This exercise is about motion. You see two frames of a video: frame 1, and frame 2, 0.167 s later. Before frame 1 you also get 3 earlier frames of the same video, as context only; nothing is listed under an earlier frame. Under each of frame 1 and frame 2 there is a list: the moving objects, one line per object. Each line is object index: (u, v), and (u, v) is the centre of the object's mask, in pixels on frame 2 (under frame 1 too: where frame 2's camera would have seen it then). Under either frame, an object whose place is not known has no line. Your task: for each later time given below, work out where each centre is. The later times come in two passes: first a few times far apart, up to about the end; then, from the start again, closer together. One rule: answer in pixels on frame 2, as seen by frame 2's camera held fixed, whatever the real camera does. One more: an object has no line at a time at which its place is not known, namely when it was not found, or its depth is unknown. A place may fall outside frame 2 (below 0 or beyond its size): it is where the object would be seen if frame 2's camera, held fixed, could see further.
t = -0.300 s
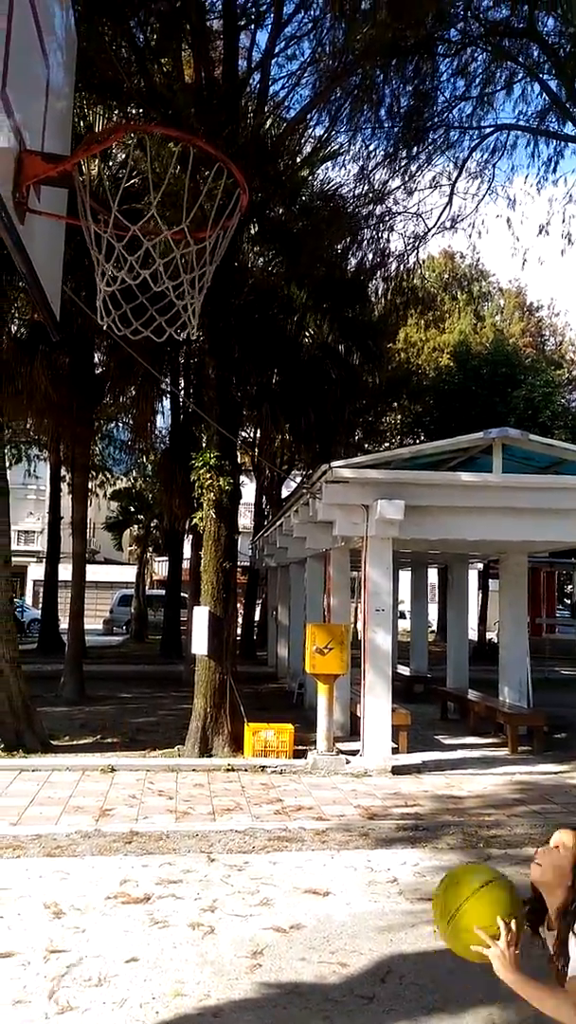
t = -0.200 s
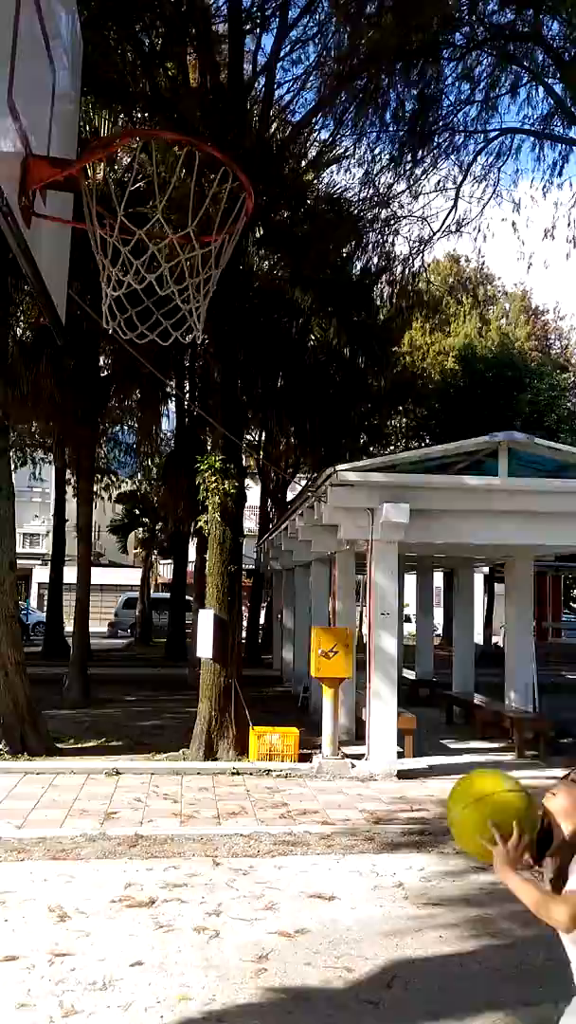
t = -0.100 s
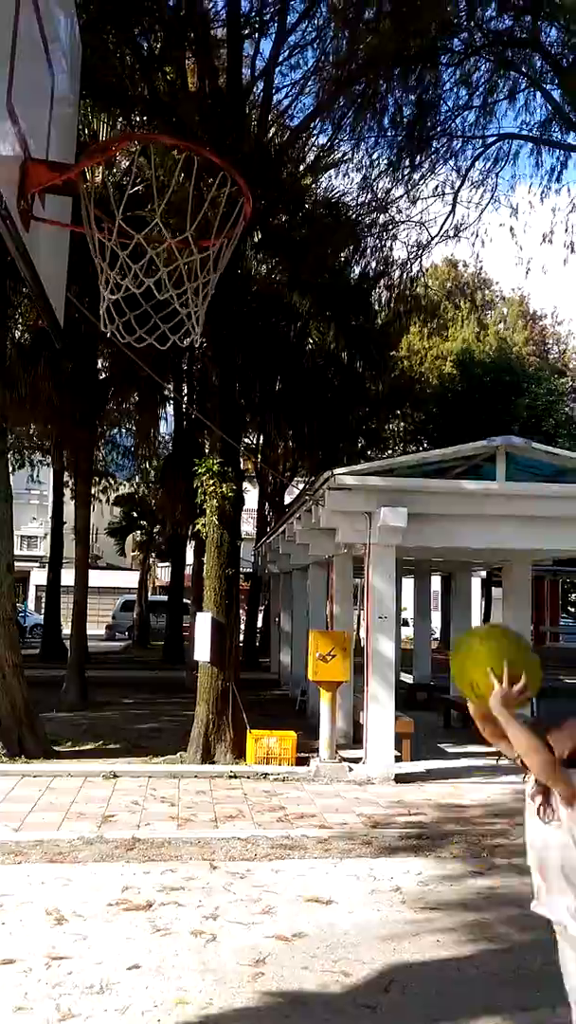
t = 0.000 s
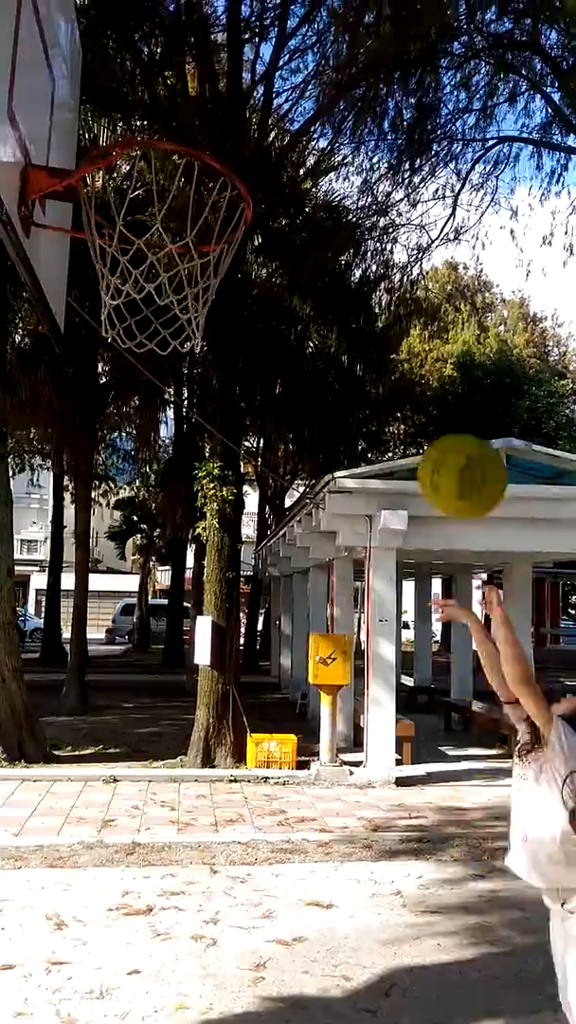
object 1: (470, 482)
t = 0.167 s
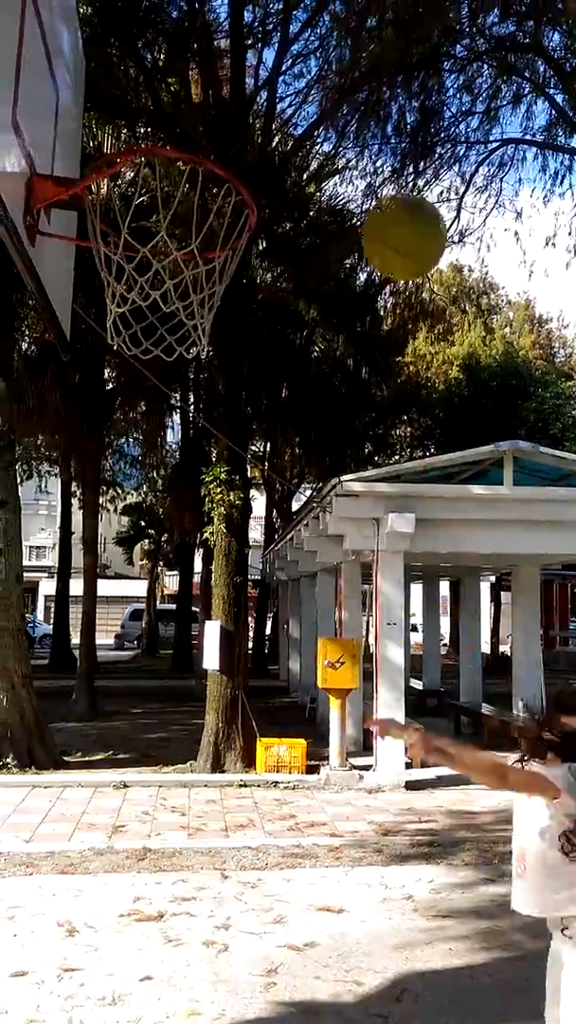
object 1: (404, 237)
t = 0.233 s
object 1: (378, 170)
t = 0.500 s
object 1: (278, 57)
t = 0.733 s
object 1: (189, 142)
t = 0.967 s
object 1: (188, 193)
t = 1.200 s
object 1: (137, 345)
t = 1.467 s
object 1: (85, 634)
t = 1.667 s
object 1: (39, 988)
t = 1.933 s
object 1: (22, 795)
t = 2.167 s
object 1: (21, 586)
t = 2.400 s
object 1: (7, 545)
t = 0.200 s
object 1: (391, 202)
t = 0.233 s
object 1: (378, 170)
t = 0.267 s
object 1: (366, 143)
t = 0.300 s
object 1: (353, 120)
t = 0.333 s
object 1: (340, 99)
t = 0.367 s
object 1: (326, 83)
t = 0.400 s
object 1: (315, 73)
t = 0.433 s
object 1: (301, 61)
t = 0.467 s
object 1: (289, 56)
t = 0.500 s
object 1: (278, 57)
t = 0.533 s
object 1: (267, 59)
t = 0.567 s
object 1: (253, 64)
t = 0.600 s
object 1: (239, 73)
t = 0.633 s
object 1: (227, 86)
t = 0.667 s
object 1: (214, 101)
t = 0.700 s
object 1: (203, 119)
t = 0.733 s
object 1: (189, 142)
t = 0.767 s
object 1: (174, 170)
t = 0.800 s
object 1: (161, 200)
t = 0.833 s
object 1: (160, 205)
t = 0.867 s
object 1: (166, 199)
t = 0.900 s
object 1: (173, 195)
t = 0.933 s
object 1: (180, 193)
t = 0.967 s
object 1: (188, 193)
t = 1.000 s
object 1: (184, 205)
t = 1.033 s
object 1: (176, 223)
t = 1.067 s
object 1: (168, 247)
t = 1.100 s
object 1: (161, 273)
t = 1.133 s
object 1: (152, 299)
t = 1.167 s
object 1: (145, 326)
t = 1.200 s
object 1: (137, 345)
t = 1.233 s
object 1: (130, 370)
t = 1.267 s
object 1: (124, 398)
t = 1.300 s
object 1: (119, 429)
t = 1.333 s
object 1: (112, 462)
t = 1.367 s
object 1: (106, 501)
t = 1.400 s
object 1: (99, 542)
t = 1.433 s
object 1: (93, 586)
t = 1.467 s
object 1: (85, 634)
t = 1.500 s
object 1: (77, 686)
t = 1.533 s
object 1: (67, 739)
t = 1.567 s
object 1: (58, 797)
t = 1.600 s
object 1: (51, 857)
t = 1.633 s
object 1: (49, 923)
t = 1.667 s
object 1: (39, 988)
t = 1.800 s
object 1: (22, 999)
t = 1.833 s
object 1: (26, 946)
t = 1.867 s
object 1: (24, 890)
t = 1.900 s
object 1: (27, 843)
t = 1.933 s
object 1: (22, 795)
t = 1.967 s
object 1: (22, 752)
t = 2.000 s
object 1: (26, 717)
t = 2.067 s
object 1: (25, 654)
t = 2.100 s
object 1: (24, 628)
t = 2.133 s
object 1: (23, 605)
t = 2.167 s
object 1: (21, 586)
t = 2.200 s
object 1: (20, 571)
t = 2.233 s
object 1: (19, 559)
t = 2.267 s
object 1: (16, 550)
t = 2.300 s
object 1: (14, 544)
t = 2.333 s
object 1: (12, 542)
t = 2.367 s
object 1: (10, 542)
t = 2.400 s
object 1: (7, 545)
